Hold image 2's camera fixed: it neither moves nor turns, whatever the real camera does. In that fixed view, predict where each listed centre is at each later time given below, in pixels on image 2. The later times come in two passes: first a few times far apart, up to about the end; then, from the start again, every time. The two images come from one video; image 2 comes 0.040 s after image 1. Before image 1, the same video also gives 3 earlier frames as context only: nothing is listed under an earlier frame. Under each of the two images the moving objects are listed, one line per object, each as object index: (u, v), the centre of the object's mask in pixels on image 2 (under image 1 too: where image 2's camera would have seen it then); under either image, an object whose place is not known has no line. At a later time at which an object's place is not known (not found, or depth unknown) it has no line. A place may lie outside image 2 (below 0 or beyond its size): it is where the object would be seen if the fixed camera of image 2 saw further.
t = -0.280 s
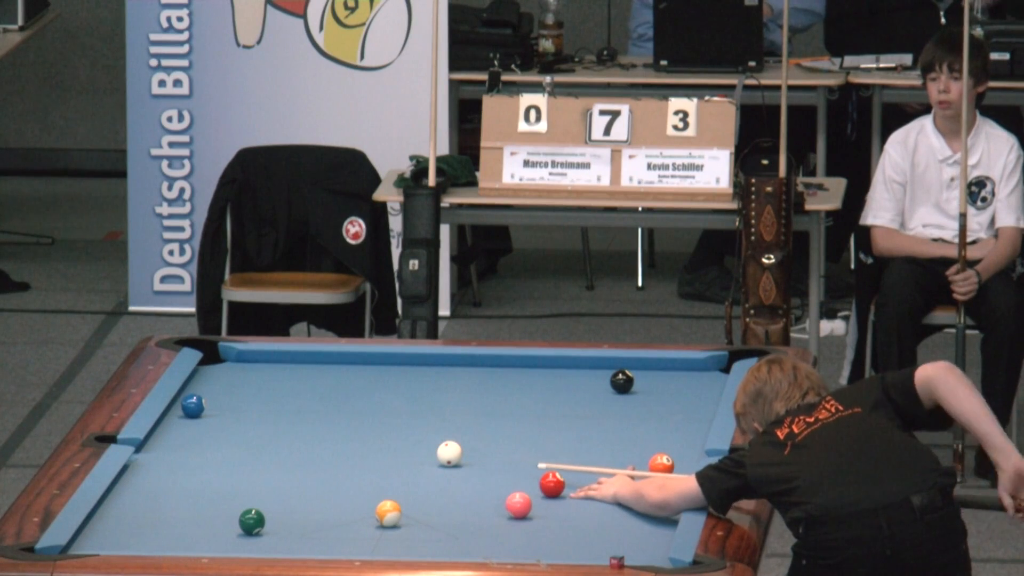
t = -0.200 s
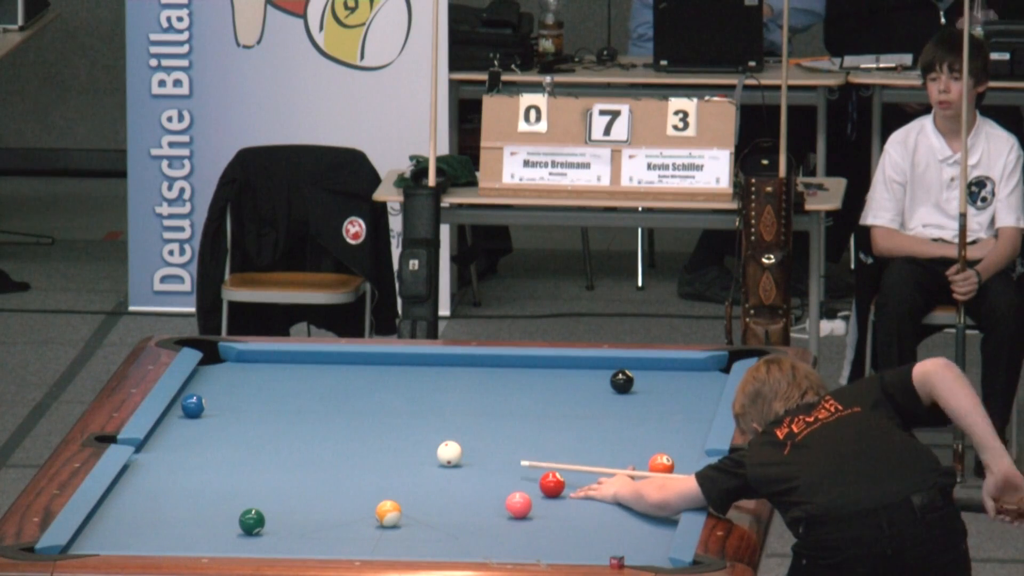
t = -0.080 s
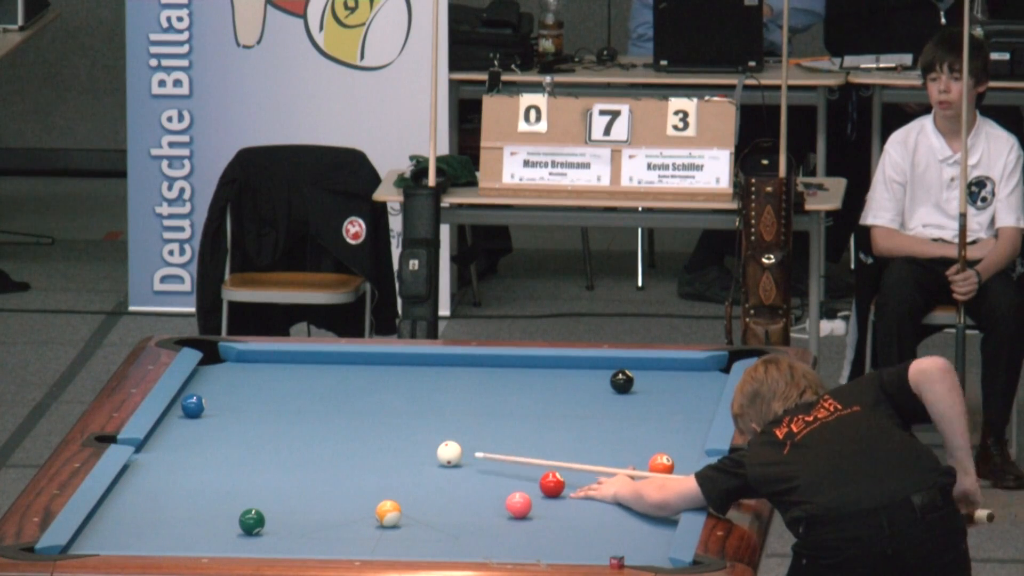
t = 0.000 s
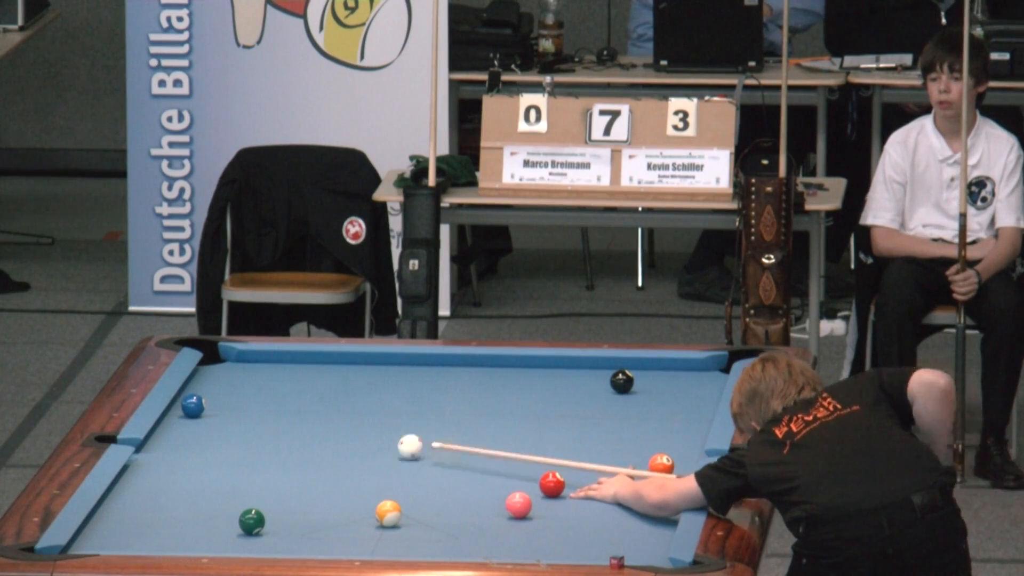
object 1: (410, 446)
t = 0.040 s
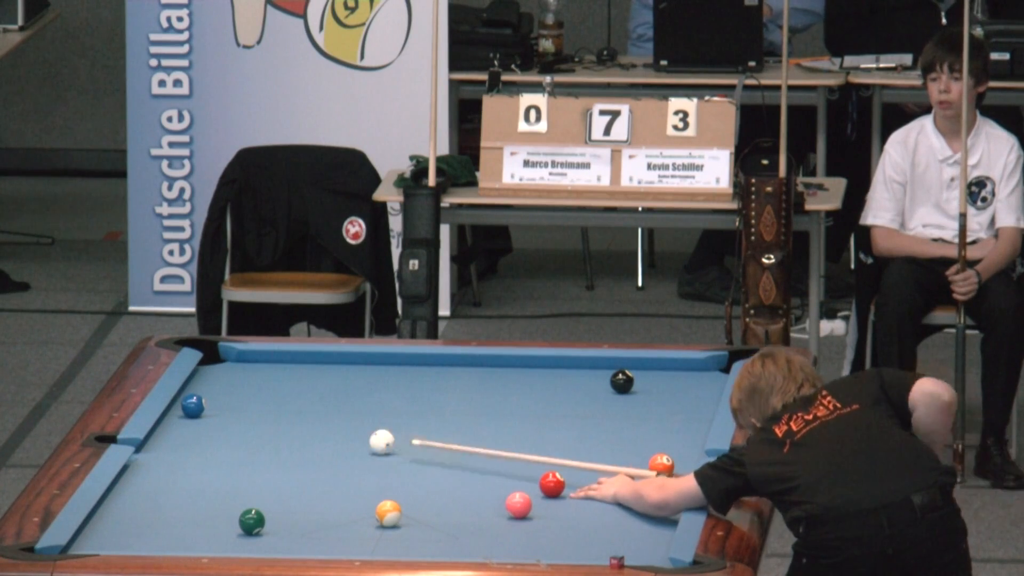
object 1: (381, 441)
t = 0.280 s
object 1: (226, 415)
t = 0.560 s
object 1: (259, 410)
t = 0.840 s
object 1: (351, 410)
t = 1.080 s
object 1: (428, 410)
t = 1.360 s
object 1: (514, 410)
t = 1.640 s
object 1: (596, 409)
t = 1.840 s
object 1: (654, 410)
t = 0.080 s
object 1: (355, 437)
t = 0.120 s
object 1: (328, 432)
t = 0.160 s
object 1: (303, 428)
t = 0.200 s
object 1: (277, 423)
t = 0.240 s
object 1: (252, 419)
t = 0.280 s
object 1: (226, 415)
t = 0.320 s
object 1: (201, 411)
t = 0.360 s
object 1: (177, 409)
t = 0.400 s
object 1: (194, 409)
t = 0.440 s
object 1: (213, 410)
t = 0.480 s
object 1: (230, 410)
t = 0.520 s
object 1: (245, 411)
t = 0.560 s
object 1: (259, 410)
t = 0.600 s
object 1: (272, 411)
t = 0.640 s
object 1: (286, 410)
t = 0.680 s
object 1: (299, 410)
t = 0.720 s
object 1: (312, 410)
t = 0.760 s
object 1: (325, 410)
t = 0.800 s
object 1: (339, 410)
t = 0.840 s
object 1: (351, 410)
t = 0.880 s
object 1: (365, 410)
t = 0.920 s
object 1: (377, 410)
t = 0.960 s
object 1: (390, 410)
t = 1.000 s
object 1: (403, 410)
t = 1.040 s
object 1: (415, 410)
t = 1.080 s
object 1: (428, 410)
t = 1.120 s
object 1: (440, 410)
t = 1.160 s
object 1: (453, 410)
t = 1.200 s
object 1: (465, 410)
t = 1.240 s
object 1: (478, 410)
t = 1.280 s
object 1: (489, 410)
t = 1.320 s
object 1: (502, 410)
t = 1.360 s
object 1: (514, 410)
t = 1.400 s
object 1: (526, 409)
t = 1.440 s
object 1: (537, 409)
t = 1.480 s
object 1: (549, 410)
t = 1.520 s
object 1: (561, 409)
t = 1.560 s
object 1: (573, 410)
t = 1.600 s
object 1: (585, 410)
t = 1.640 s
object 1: (596, 409)
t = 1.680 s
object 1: (608, 410)
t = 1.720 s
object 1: (619, 409)
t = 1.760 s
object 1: (631, 410)
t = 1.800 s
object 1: (642, 409)
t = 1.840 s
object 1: (654, 410)
